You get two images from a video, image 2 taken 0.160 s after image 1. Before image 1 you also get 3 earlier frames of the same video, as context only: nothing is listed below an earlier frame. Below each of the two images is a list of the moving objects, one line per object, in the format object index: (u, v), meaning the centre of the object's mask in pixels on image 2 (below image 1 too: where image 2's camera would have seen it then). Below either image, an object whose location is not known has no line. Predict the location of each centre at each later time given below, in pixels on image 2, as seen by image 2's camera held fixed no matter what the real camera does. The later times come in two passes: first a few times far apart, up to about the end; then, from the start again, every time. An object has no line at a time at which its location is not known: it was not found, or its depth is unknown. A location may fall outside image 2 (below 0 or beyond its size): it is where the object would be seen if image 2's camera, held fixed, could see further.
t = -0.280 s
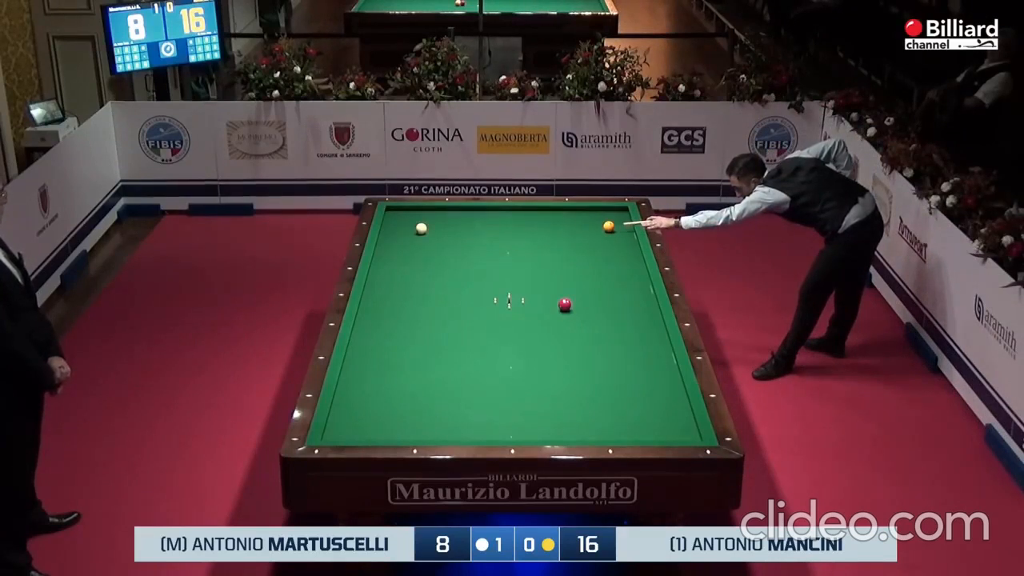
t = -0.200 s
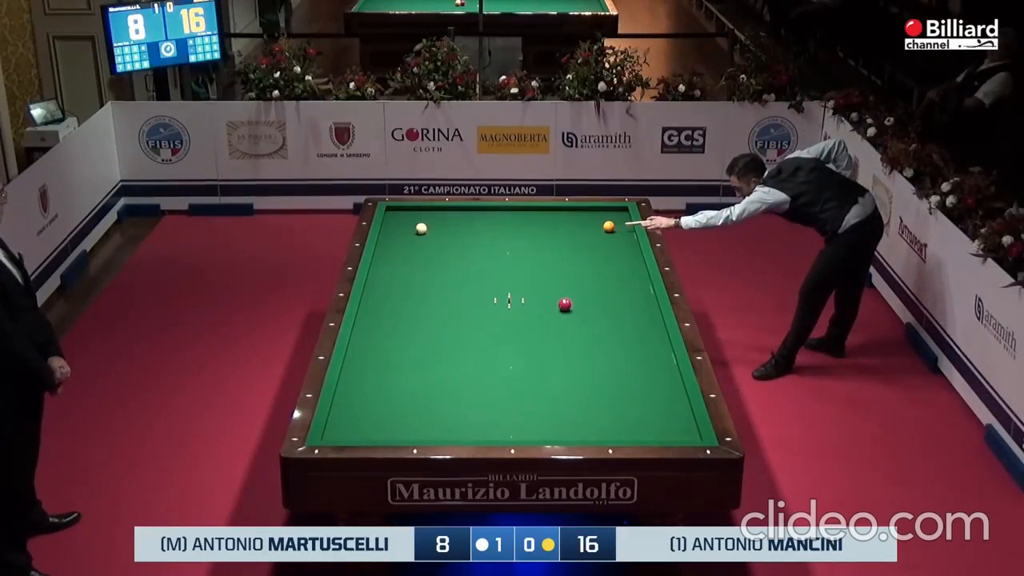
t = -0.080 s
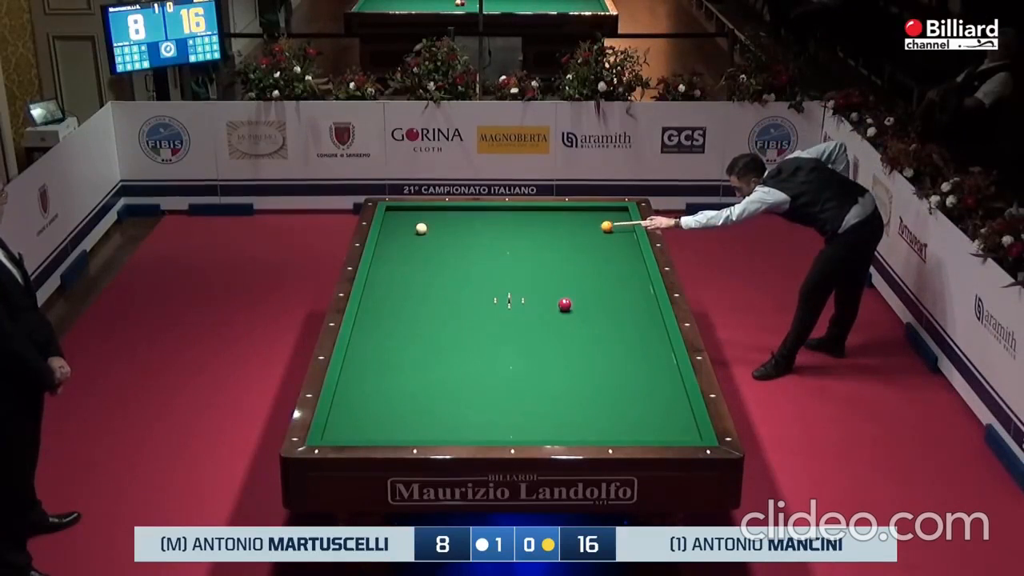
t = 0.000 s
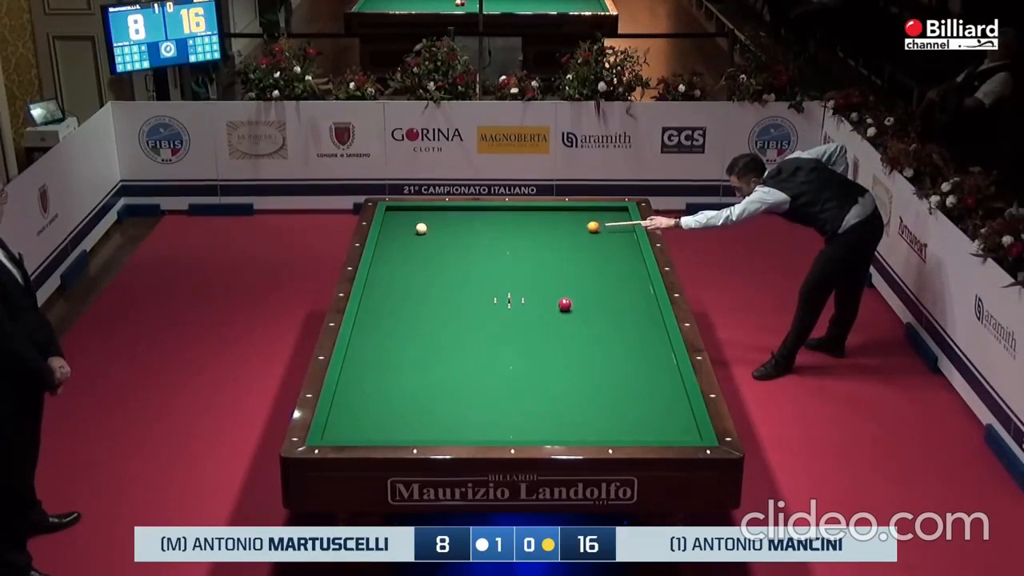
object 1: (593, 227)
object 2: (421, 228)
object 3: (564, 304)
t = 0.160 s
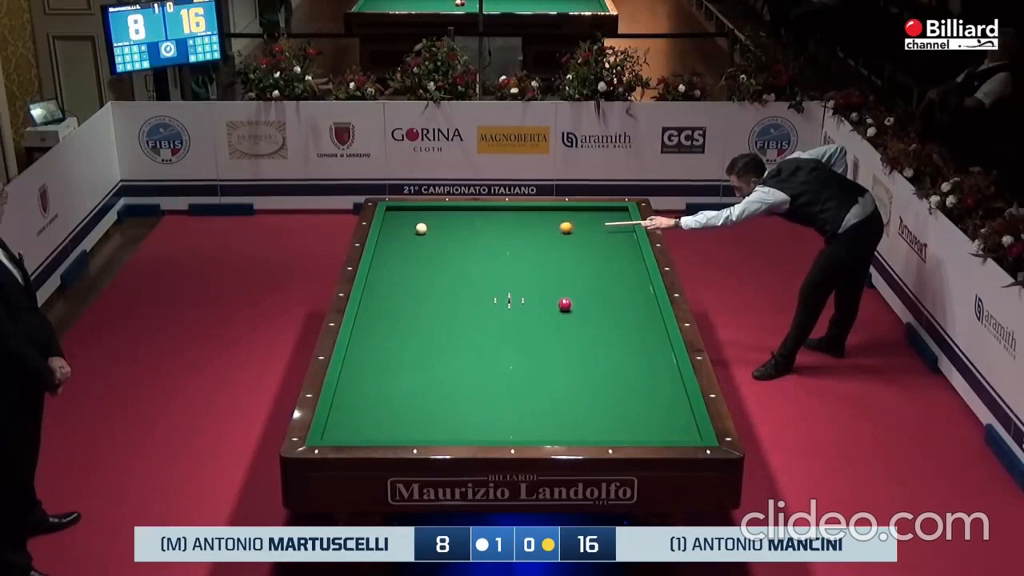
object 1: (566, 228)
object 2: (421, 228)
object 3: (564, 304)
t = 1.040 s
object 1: (422, 234)
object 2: (417, 226)
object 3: (564, 304)
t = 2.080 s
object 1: (425, 255)
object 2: (393, 215)
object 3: (564, 304)
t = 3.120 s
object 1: (486, 276)
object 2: (412, 208)
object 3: (564, 304)
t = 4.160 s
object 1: (545, 295)
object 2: (420, 210)
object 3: (564, 304)
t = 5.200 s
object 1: (585, 301)
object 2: (422, 211)
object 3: (575, 314)
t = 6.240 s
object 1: (609, 301)
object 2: (422, 210)
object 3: (585, 326)
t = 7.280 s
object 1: (623, 300)
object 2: (422, 210)
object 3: (591, 332)
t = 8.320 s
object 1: (628, 301)
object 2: (422, 210)
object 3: (593, 335)
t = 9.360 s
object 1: (628, 301)
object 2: (422, 211)
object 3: (593, 336)
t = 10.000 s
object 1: (628, 301)
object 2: (422, 210)
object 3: (593, 336)
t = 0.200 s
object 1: (559, 228)
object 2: (421, 228)
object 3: (564, 304)
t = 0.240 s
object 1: (552, 228)
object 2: (421, 228)
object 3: (564, 304)
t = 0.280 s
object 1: (545, 228)
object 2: (421, 228)
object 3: (564, 304)
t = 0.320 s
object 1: (539, 228)
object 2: (421, 228)
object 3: (564, 304)
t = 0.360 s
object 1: (532, 228)
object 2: (421, 228)
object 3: (564, 304)
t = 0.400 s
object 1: (525, 229)
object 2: (421, 228)
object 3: (564, 304)
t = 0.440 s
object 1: (518, 229)
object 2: (421, 228)
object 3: (564, 304)
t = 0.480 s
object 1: (512, 229)
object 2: (421, 228)
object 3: (564, 304)
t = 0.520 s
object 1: (505, 230)
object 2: (421, 228)
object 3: (564, 304)
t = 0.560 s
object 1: (498, 230)
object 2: (421, 228)
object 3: (564, 304)
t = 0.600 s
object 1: (492, 230)
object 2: (421, 228)
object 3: (564, 304)
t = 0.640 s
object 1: (485, 230)
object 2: (421, 228)
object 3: (564, 304)
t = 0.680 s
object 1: (478, 230)
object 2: (421, 228)
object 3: (564, 304)
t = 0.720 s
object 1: (472, 230)
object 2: (421, 228)
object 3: (564, 304)
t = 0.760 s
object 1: (465, 231)
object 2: (421, 228)
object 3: (564, 304)
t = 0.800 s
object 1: (458, 231)
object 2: (421, 228)
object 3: (564, 304)
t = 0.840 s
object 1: (452, 231)
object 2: (421, 228)
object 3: (564, 304)
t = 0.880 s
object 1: (445, 231)
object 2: (421, 228)
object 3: (564, 304)
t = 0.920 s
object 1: (438, 231)
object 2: (421, 228)
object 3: (564, 304)
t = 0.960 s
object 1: (432, 232)
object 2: (421, 228)
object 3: (564, 304)
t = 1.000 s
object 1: (427, 232)
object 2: (419, 227)
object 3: (564, 304)
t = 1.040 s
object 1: (422, 234)
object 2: (417, 226)
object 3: (564, 304)
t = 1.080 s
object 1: (417, 234)
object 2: (416, 225)
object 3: (564, 304)
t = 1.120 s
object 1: (412, 235)
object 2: (415, 225)
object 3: (564, 304)
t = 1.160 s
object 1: (407, 236)
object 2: (413, 225)
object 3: (564, 304)
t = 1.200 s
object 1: (403, 237)
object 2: (411, 225)
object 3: (564, 304)
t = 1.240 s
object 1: (398, 238)
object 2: (410, 224)
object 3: (564, 304)
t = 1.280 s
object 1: (393, 238)
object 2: (409, 224)
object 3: (564, 304)
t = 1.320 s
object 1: (389, 239)
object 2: (407, 223)
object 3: (564, 304)
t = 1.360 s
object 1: (384, 240)
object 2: (405, 223)
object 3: (564, 304)
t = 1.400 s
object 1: (383, 241)
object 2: (404, 223)
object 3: (564, 304)
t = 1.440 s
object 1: (387, 242)
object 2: (402, 222)
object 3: (564, 304)
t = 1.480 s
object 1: (389, 243)
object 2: (401, 221)
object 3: (564, 304)
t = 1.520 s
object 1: (392, 243)
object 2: (399, 221)
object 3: (564, 304)
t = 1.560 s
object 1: (394, 244)
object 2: (398, 220)
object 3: (564, 304)
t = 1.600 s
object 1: (397, 245)
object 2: (397, 220)
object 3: (564, 304)
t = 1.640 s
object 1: (399, 246)
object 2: (395, 219)
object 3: (564, 304)
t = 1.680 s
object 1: (402, 247)
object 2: (394, 219)
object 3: (564, 304)
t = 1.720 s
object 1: (404, 248)
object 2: (392, 218)
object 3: (564, 304)
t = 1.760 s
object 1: (406, 248)
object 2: (391, 218)
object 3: (564, 304)
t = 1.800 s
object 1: (409, 249)
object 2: (389, 217)
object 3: (564, 304)
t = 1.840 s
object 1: (411, 250)
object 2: (388, 217)
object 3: (564, 304)
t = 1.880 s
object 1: (413, 251)
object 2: (389, 217)
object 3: (564, 304)
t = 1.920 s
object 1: (416, 252)
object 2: (390, 216)
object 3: (564, 304)
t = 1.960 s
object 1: (418, 252)
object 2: (391, 216)
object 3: (564, 304)
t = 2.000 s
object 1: (421, 253)
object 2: (392, 216)
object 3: (564, 304)
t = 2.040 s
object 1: (423, 254)
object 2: (393, 215)
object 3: (564, 304)
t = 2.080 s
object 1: (425, 255)
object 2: (393, 215)
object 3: (564, 304)
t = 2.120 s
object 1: (428, 256)
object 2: (394, 215)
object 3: (564, 304)
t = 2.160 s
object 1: (430, 256)
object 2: (395, 214)
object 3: (564, 304)
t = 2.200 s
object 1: (432, 257)
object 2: (396, 214)
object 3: (564, 304)
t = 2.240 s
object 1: (435, 258)
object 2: (397, 214)
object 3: (564, 304)
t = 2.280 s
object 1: (437, 259)
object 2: (397, 213)
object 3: (564, 304)
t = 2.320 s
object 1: (440, 260)
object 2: (398, 213)
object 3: (564, 304)
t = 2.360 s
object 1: (442, 260)
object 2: (399, 213)
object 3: (564, 304)
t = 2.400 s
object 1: (444, 261)
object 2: (400, 212)
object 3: (564, 304)
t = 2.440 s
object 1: (447, 262)
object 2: (401, 212)
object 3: (564, 304)
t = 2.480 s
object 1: (449, 263)
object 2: (401, 212)
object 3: (564, 304)
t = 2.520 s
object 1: (451, 264)
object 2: (402, 212)
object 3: (564, 304)
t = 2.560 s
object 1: (454, 264)
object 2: (403, 211)
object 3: (564, 304)
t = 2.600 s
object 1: (456, 265)
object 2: (404, 211)
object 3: (564, 304)
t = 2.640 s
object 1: (458, 266)
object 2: (404, 211)
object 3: (564, 304)
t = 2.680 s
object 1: (461, 267)
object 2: (405, 211)
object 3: (564, 304)
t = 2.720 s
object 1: (463, 268)
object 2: (406, 210)
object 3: (564, 304)
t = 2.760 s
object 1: (466, 268)
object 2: (407, 210)
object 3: (564, 304)
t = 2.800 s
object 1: (468, 269)
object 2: (407, 210)
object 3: (564, 304)
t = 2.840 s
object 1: (470, 270)
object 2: (408, 210)
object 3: (564, 304)
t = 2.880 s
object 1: (472, 271)
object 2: (408, 209)
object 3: (564, 304)
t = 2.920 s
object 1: (475, 272)
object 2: (409, 209)
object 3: (564, 304)
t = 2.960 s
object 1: (477, 272)
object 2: (410, 209)
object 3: (564, 304)
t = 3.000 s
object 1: (479, 273)
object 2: (410, 209)
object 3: (564, 304)
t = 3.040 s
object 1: (482, 274)
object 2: (411, 208)
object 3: (564, 304)
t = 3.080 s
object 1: (484, 275)
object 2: (412, 208)
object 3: (564, 304)
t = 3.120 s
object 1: (486, 276)
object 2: (412, 208)
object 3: (564, 304)
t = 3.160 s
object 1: (489, 276)
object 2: (413, 208)
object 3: (564, 304)
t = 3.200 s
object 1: (491, 277)
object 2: (413, 208)
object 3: (564, 304)
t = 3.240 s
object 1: (493, 278)
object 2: (414, 208)
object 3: (564, 304)
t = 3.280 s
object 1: (496, 279)
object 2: (414, 208)
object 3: (564, 304)
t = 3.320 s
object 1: (498, 279)
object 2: (415, 208)
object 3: (564, 304)
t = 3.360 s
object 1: (500, 280)
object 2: (415, 208)
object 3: (564, 304)
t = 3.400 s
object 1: (502, 281)
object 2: (415, 208)
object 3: (564, 304)
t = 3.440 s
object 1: (505, 282)
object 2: (415, 208)
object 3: (564, 304)
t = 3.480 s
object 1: (507, 282)
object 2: (416, 208)
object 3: (564, 304)
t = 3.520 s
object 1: (509, 283)
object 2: (416, 209)
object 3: (564, 304)
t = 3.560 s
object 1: (512, 284)
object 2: (416, 209)
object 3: (564, 304)
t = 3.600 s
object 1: (514, 285)
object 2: (416, 209)
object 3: (564, 304)
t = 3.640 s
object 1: (516, 286)
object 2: (417, 209)
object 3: (564, 304)
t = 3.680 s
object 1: (518, 286)
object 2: (417, 209)
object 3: (564, 304)
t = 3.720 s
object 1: (521, 287)
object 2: (417, 209)
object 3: (564, 304)
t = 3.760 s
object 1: (523, 288)
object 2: (418, 209)
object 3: (564, 304)
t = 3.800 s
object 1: (525, 288)
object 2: (418, 209)
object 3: (564, 304)
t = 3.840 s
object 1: (527, 290)
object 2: (418, 209)
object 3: (564, 304)
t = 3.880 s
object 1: (530, 290)
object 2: (418, 209)
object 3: (564, 304)
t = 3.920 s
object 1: (532, 291)
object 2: (419, 209)
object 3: (564, 304)
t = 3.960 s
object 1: (534, 292)
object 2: (419, 210)
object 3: (564, 304)
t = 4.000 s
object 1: (536, 292)
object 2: (419, 210)
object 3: (564, 304)
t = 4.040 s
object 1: (538, 293)
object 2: (419, 209)
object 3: (564, 304)
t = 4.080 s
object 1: (541, 294)
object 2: (420, 210)
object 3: (564, 304)
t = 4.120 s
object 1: (543, 295)
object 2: (420, 210)
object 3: (564, 304)
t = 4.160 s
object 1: (545, 295)
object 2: (420, 210)
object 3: (564, 304)
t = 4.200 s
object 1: (547, 296)
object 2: (420, 210)
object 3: (564, 304)
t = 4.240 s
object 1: (550, 297)
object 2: (420, 210)
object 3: (564, 304)
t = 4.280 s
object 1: (552, 298)
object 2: (421, 210)
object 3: (564, 304)
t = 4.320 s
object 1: (554, 298)
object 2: (421, 210)
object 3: (565, 304)
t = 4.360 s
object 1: (556, 299)
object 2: (421, 210)
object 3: (565, 304)
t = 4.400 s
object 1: (557, 299)
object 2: (421, 210)
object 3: (565, 304)
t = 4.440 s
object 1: (559, 299)
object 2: (421, 210)
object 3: (565, 305)
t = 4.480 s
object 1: (560, 299)
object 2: (421, 210)
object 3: (566, 305)
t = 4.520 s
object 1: (562, 299)
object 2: (421, 210)
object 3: (567, 306)
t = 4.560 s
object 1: (563, 299)
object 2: (421, 210)
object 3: (567, 307)
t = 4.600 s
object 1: (565, 298)
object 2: (421, 210)
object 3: (567, 307)
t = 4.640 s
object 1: (567, 298)
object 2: (422, 210)
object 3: (568, 307)
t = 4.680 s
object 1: (568, 298)
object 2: (422, 210)
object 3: (569, 307)
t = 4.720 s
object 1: (569, 298)
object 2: (422, 210)
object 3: (569, 308)
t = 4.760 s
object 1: (571, 299)
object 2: (422, 211)
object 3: (570, 308)
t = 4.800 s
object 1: (572, 299)
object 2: (422, 211)
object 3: (571, 309)
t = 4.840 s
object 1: (574, 299)
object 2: (422, 211)
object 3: (570, 310)
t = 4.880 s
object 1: (575, 299)
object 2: (422, 210)
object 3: (571, 310)
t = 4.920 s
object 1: (576, 300)
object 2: (422, 210)
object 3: (572, 310)
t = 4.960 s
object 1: (577, 300)
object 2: (422, 210)
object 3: (572, 311)
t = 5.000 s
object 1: (579, 300)
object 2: (422, 210)
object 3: (573, 312)
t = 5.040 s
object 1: (580, 301)
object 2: (422, 210)
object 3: (573, 313)
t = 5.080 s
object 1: (581, 301)
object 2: (422, 211)
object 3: (574, 313)
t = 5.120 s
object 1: (582, 301)
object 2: (422, 211)
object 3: (574, 314)
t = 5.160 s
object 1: (583, 301)
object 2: (422, 211)
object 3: (575, 314)
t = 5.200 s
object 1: (585, 301)
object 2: (422, 211)
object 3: (575, 314)
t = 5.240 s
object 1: (586, 301)
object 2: (422, 211)
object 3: (576, 315)
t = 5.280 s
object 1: (587, 301)
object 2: (422, 211)
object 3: (576, 315)
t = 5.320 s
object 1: (588, 301)
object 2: (422, 210)
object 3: (576, 315)
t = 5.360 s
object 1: (589, 301)
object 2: (422, 211)
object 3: (577, 316)
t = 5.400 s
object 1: (590, 301)
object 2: (422, 210)
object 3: (577, 317)
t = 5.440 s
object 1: (591, 301)
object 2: (422, 210)
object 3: (578, 317)
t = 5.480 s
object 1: (592, 301)
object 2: (422, 210)
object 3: (578, 317)
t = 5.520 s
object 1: (593, 301)
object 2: (422, 210)
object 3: (578, 318)
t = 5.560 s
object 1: (594, 301)
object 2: (422, 210)
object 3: (579, 318)
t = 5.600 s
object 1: (595, 301)
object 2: (422, 210)
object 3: (579, 319)
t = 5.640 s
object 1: (596, 301)
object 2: (422, 210)
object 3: (579, 320)
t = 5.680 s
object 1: (597, 301)
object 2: (422, 210)
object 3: (580, 320)
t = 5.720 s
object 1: (598, 301)
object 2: (422, 210)
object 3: (580, 320)
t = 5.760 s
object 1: (599, 301)
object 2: (422, 210)
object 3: (581, 321)
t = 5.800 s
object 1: (600, 301)
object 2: (422, 210)
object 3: (581, 321)
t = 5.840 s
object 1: (601, 301)
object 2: (422, 210)
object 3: (582, 321)
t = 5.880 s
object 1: (602, 301)
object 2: (422, 210)
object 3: (582, 321)
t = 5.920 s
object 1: (603, 301)
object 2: (422, 210)
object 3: (582, 322)
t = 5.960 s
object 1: (604, 301)
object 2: (422, 210)
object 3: (582, 322)
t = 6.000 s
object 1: (604, 301)
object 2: (422, 210)
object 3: (583, 323)
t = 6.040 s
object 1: (605, 301)
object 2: (422, 210)
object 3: (583, 323)
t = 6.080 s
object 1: (606, 301)
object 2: (422, 210)
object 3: (583, 323)
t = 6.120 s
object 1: (607, 301)
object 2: (422, 210)
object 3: (584, 324)
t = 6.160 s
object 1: (608, 301)
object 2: (422, 210)
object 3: (584, 325)
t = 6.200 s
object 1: (608, 301)
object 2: (422, 210)
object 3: (584, 325)
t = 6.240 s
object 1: (609, 301)
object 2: (422, 210)
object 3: (585, 326)
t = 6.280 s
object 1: (610, 301)
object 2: (422, 210)
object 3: (585, 326)
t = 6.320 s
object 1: (611, 301)
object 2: (422, 210)
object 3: (585, 326)
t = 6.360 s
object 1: (611, 301)
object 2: (422, 210)
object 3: (585, 326)
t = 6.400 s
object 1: (612, 301)
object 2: (422, 210)
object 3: (585, 326)
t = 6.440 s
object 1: (613, 301)
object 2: (422, 210)
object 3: (586, 327)
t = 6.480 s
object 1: (613, 301)
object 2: (422, 210)
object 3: (586, 327)
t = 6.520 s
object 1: (614, 301)
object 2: (422, 210)
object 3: (586, 327)
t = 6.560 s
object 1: (615, 301)
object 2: (422, 210)
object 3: (586, 328)
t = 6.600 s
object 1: (615, 301)
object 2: (422, 210)
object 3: (587, 328)
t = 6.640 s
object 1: (616, 301)
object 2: (422, 210)
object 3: (587, 328)
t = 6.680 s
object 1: (617, 301)
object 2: (422, 210)
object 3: (587, 329)
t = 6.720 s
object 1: (617, 301)
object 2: (422, 210)
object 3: (588, 329)
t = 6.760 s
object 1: (618, 301)
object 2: (422, 210)
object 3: (588, 329)
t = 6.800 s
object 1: (618, 301)
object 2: (422, 210)
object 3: (588, 329)
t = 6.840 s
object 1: (619, 301)
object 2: (422, 210)
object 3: (588, 330)
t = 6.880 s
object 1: (619, 301)
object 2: (422, 210)
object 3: (588, 330)
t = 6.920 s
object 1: (620, 301)
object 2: (422, 210)
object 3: (589, 330)
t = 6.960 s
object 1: (620, 301)
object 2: (422, 210)
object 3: (589, 331)
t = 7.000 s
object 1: (621, 300)
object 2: (422, 210)
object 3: (589, 331)
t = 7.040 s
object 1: (621, 301)
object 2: (422, 210)
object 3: (589, 331)
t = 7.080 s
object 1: (622, 301)
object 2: (422, 210)
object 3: (590, 331)
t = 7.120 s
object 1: (622, 300)
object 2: (422, 210)
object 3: (590, 331)
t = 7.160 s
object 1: (622, 300)
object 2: (422, 210)
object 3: (590, 331)
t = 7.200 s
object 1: (623, 300)
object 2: (422, 210)
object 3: (590, 332)
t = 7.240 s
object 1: (623, 300)
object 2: (422, 210)
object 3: (590, 332)
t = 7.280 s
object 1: (623, 300)
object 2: (422, 210)
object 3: (591, 332)
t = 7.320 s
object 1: (624, 300)
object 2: (422, 210)
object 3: (591, 332)
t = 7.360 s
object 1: (624, 300)
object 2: (422, 210)
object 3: (591, 332)
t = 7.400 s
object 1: (625, 300)
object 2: (422, 210)
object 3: (591, 333)
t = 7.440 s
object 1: (625, 300)
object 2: (422, 210)
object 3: (591, 333)
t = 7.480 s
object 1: (625, 300)
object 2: (422, 210)
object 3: (591, 333)
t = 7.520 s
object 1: (625, 300)
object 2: (422, 210)
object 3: (591, 333)
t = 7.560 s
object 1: (626, 300)
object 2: (422, 210)
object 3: (592, 333)
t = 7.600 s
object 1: (626, 300)
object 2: (422, 210)
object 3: (592, 333)
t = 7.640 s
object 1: (626, 300)
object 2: (422, 210)
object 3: (592, 334)
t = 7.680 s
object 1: (626, 300)
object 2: (422, 210)
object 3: (592, 334)
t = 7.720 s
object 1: (627, 300)
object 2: (422, 210)
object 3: (592, 334)
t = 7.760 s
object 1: (627, 300)
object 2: (422, 210)
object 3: (592, 334)
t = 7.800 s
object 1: (627, 300)
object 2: (422, 210)
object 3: (592, 334)
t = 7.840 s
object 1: (627, 300)
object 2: (422, 210)
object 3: (592, 334)
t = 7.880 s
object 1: (627, 300)
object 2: (422, 210)
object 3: (592, 335)
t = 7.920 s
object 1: (627, 300)
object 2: (422, 210)
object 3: (593, 335)
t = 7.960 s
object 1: (628, 300)
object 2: (422, 210)
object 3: (593, 335)
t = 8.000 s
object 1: (628, 300)
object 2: (422, 210)
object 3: (593, 335)
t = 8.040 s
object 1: (628, 300)
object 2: (422, 210)
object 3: (593, 335)
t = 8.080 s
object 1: (628, 300)
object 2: (422, 210)
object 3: (593, 335)
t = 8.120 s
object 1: (628, 300)
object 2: (422, 210)
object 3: (593, 335)
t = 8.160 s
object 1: (628, 300)
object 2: (422, 210)
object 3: (593, 335)
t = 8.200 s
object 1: (628, 301)
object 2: (422, 210)
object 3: (593, 335)
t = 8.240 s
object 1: (628, 300)
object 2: (422, 210)
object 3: (593, 335)
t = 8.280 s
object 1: (628, 301)
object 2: (422, 210)
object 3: (593, 335)
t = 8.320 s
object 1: (628, 301)
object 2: (422, 210)
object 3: (593, 335)
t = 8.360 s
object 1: (628, 301)
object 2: (422, 210)
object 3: (593, 336)
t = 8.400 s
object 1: (628, 301)
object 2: (422, 210)
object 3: (593, 336)
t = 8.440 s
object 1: (628, 301)
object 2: (422, 210)
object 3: (593, 336)
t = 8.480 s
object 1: (628, 301)
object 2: (422, 210)
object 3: (593, 336)
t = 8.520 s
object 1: (628, 301)
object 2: (422, 210)
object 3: (593, 336)
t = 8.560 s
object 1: (628, 301)
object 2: (422, 210)
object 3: (594, 336)
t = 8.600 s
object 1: (628, 301)
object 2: (422, 210)
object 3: (594, 336)
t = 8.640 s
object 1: (628, 301)
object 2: (422, 210)
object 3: (594, 336)
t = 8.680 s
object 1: (628, 301)
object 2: (422, 210)
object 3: (593, 336)
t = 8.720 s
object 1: (628, 301)
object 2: (422, 210)
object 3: (593, 336)
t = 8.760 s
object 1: (628, 301)
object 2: (422, 210)
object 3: (593, 336)
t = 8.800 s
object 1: (628, 301)
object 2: (422, 211)
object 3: (593, 336)
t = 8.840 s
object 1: (628, 301)
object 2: (422, 211)
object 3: (593, 336)
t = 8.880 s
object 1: (628, 301)
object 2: (422, 211)
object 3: (594, 336)
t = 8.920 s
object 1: (628, 301)
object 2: (422, 211)
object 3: (593, 336)
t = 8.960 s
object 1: (628, 301)
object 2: (422, 211)
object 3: (593, 336)
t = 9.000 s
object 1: (628, 301)
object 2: (422, 211)
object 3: (593, 336)
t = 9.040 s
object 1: (628, 301)
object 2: (422, 211)
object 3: (593, 336)
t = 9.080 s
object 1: (628, 301)
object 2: (422, 210)
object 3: (593, 336)
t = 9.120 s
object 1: (628, 301)
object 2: (422, 211)
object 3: (593, 336)
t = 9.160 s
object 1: (628, 301)
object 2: (422, 211)
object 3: (593, 336)
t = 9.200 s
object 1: (628, 301)
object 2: (422, 211)
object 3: (593, 336)
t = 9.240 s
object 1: (628, 301)
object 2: (422, 210)
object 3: (593, 336)
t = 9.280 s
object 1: (628, 301)
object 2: (422, 211)
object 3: (593, 336)
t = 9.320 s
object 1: (628, 301)
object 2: (422, 210)
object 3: (593, 336)
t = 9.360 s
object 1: (628, 301)
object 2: (422, 211)
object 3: (593, 336)
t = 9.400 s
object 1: (628, 301)
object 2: (422, 211)
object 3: (593, 336)
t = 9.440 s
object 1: (628, 301)
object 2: (422, 210)
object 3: (593, 336)
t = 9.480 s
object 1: (628, 301)
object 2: (422, 211)
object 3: (593, 336)
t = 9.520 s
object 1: (628, 301)
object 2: (422, 210)
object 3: (593, 336)
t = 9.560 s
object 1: (628, 301)
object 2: (422, 210)
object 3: (593, 336)
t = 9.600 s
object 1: (628, 301)
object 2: (422, 211)
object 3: (593, 336)
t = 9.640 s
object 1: (628, 301)
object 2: (422, 210)
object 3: (594, 336)
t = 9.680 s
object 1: (628, 301)
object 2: (422, 210)
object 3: (593, 336)
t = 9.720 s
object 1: (628, 301)
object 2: (422, 210)
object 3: (593, 336)
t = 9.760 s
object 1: (628, 301)
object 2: (422, 210)
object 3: (593, 336)
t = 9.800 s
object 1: (628, 301)
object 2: (422, 210)
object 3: (593, 336)
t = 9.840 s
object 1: (628, 301)
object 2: (422, 210)
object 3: (593, 336)
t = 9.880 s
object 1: (628, 301)
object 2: (422, 210)
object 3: (593, 336)
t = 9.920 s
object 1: (628, 301)
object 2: (422, 211)
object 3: (593, 336)
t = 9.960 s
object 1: (628, 301)
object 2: (422, 210)
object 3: (593, 336)
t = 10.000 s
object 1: (628, 301)
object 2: (422, 210)
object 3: (593, 336)
